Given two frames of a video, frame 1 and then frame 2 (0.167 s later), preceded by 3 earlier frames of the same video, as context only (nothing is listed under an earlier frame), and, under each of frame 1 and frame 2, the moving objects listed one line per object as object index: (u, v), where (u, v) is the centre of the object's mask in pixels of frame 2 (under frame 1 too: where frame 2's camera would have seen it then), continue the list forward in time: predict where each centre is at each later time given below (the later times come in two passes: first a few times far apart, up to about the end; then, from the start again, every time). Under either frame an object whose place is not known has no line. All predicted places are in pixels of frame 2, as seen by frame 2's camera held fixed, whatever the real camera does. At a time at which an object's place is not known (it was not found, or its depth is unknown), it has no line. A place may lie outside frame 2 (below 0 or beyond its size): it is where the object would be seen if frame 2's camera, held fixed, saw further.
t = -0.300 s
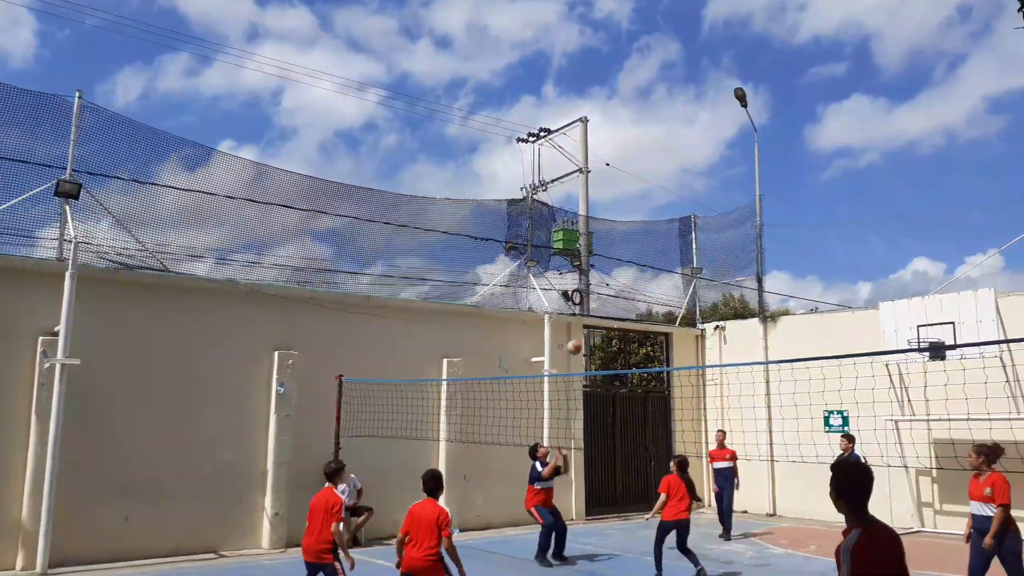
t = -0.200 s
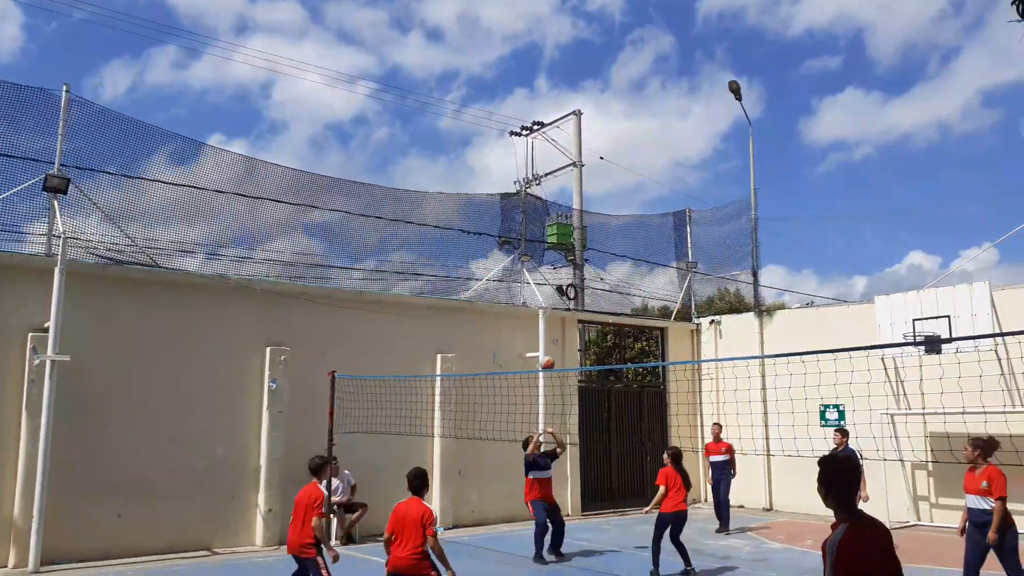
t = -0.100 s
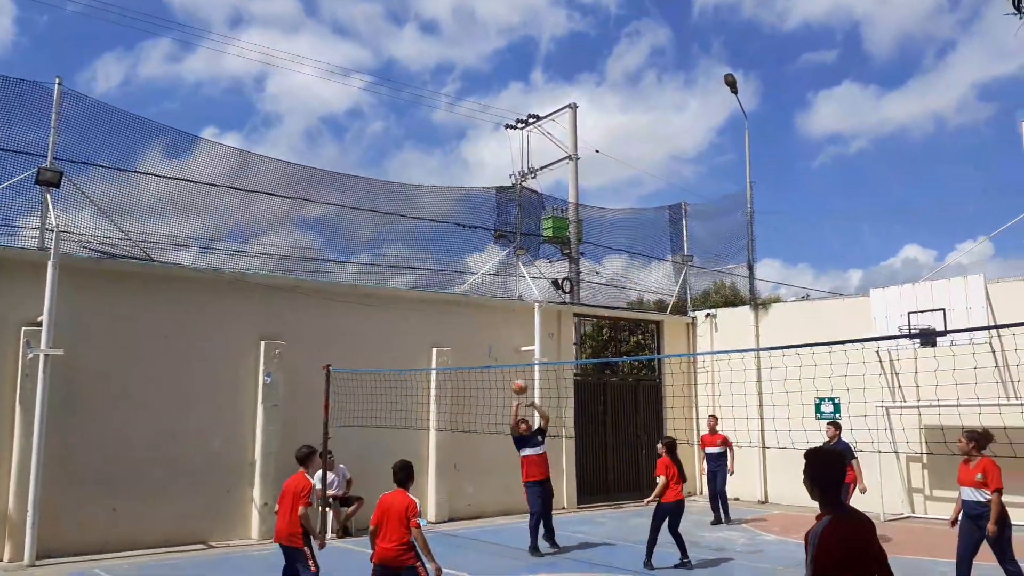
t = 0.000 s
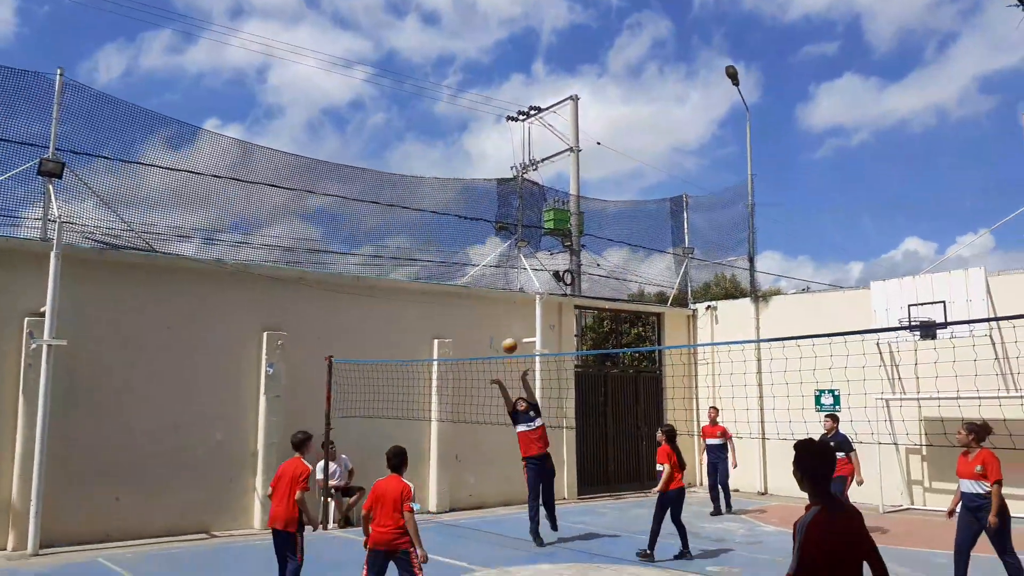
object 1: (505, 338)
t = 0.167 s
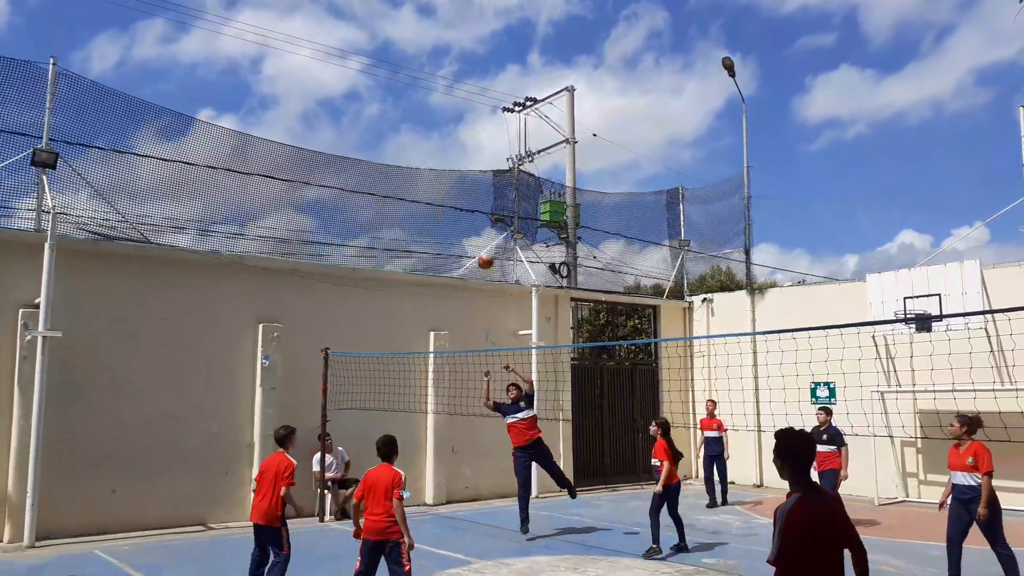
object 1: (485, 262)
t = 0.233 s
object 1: (477, 232)
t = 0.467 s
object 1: (437, 154)
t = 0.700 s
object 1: (387, 111)
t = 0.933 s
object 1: (318, 121)
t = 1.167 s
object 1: (218, 217)
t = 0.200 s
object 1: (481, 247)
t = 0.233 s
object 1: (477, 232)
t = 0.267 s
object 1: (472, 219)
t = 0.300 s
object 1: (466, 207)
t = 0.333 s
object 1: (461, 195)
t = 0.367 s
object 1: (456, 184)
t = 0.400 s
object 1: (450, 173)
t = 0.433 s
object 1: (444, 163)
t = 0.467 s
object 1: (437, 154)
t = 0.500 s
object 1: (431, 145)
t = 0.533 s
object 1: (425, 137)
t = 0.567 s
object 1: (418, 129)
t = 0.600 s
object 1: (411, 123)
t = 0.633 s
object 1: (403, 118)
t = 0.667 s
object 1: (395, 114)
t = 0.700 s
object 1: (387, 111)
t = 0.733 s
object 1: (379, 108)
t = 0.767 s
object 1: (370, 107)
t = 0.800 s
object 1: (360, 107)
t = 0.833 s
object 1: (350, 108)
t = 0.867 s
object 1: (340, 111)
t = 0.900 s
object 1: (329, 115)
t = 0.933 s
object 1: (318, 121)
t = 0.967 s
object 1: (306, 128)
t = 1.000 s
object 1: (293, 137)
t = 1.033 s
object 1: (280, 149)
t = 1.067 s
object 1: (266, 162)
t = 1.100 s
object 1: (252, 177)
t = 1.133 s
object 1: (235, 196)
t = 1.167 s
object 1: (218, 217)
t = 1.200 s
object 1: (199, 241)
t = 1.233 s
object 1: (179, 268)
